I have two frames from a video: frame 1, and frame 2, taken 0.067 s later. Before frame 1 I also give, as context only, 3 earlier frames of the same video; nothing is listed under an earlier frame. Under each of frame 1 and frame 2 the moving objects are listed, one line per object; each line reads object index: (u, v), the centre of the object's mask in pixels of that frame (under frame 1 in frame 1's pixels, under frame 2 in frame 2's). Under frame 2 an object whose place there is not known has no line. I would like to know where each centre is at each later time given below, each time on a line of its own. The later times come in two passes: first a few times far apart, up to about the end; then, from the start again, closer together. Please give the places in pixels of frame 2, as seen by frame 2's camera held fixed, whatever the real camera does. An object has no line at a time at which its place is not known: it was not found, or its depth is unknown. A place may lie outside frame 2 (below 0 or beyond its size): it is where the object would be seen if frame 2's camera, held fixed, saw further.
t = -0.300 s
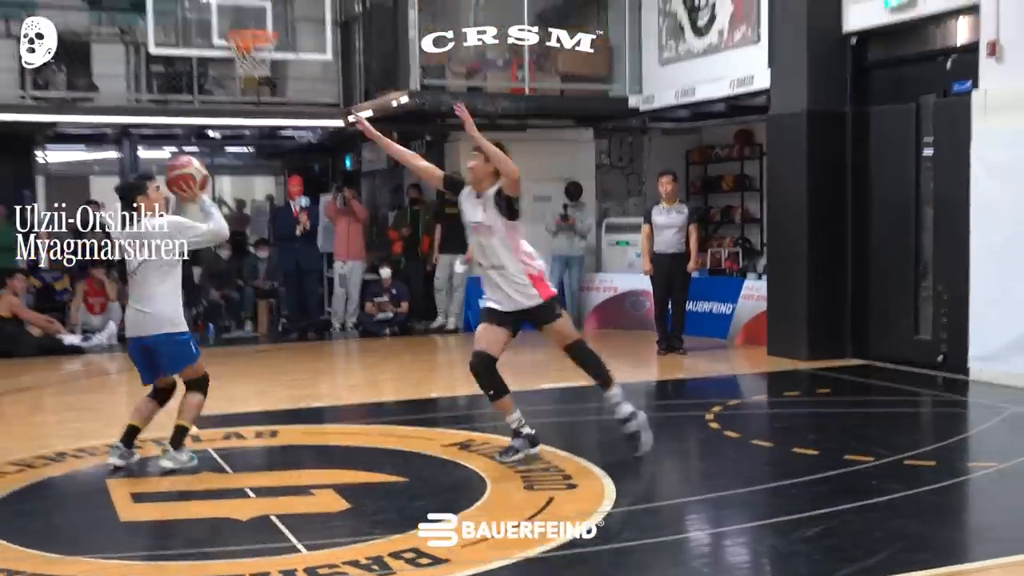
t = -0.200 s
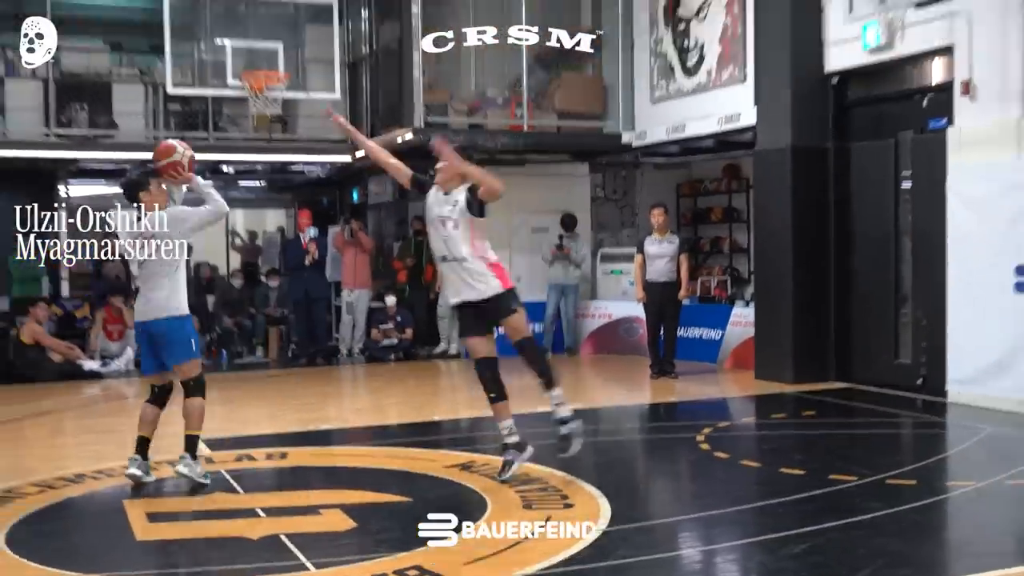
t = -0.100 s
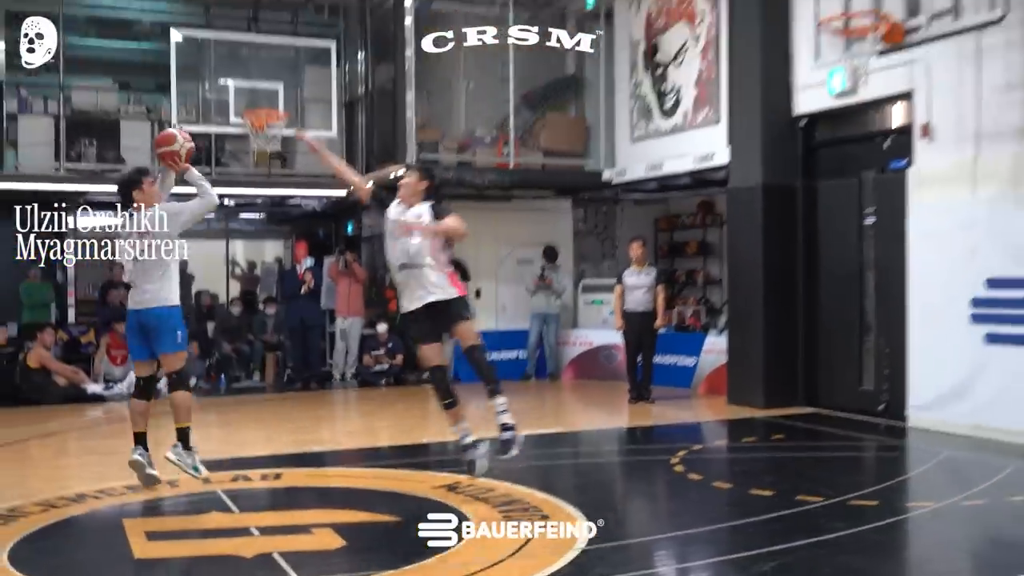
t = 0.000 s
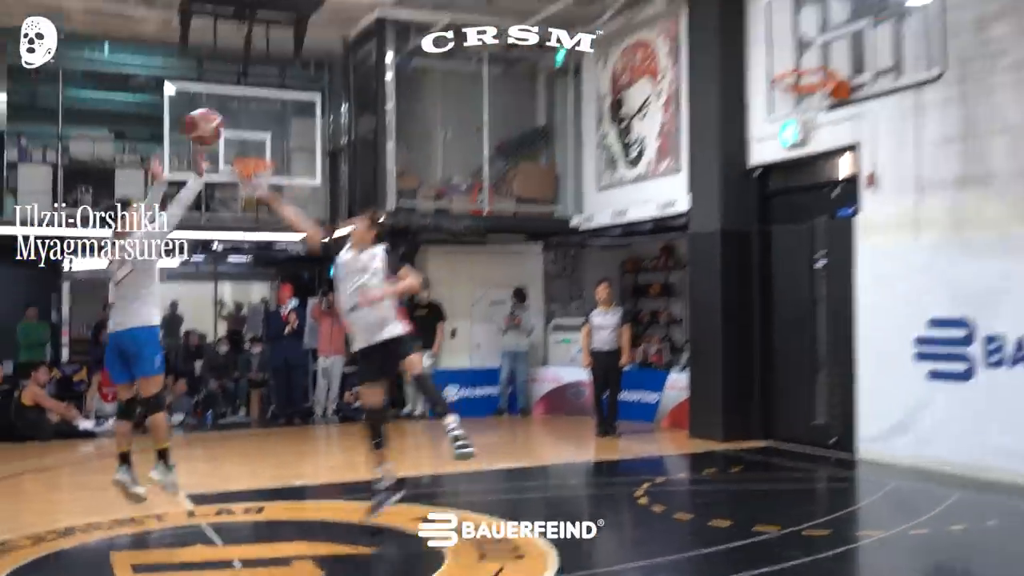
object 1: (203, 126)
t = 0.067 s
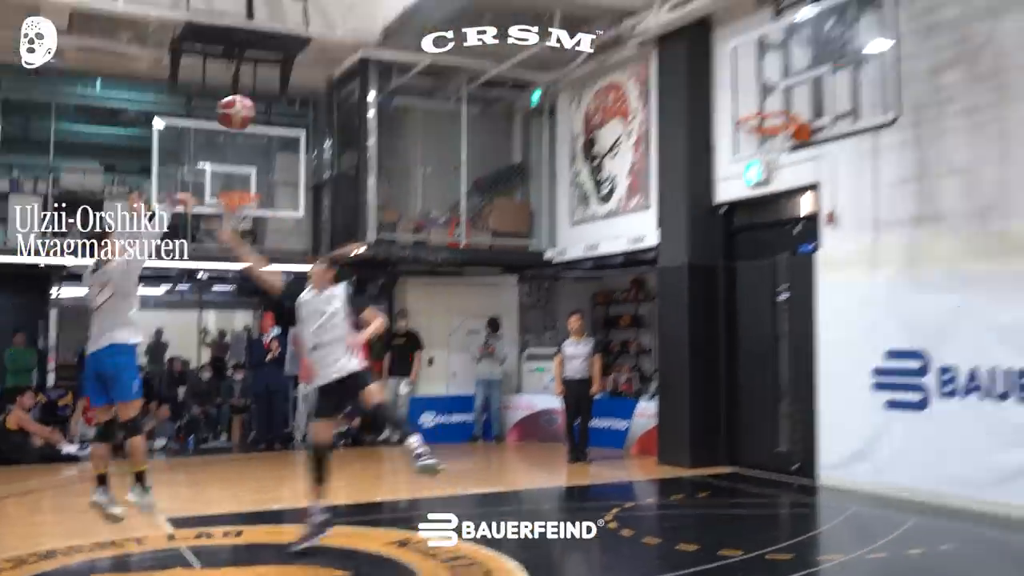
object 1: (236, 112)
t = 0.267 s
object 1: (363, 12)
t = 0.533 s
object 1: (509, -35)
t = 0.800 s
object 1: (648, 9)
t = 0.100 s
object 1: (257, 91)
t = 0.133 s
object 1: (279, 71)
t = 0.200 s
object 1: (321, 38)
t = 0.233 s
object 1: (342, 25)
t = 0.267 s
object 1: (363, 12)
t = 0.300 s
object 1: (383, 1)
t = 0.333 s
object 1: (401, -5)
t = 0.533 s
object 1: (509, -35)
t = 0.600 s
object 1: (545, -32)
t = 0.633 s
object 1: (563, -28)
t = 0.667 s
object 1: (582, -22)
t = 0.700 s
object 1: (600, -18)
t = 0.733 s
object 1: (616, -10)
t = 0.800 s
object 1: (648, 9)
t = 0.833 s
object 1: (669, 22)
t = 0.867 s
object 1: (685, 35)
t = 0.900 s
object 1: (700, 48)
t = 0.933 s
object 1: (717, 63)
